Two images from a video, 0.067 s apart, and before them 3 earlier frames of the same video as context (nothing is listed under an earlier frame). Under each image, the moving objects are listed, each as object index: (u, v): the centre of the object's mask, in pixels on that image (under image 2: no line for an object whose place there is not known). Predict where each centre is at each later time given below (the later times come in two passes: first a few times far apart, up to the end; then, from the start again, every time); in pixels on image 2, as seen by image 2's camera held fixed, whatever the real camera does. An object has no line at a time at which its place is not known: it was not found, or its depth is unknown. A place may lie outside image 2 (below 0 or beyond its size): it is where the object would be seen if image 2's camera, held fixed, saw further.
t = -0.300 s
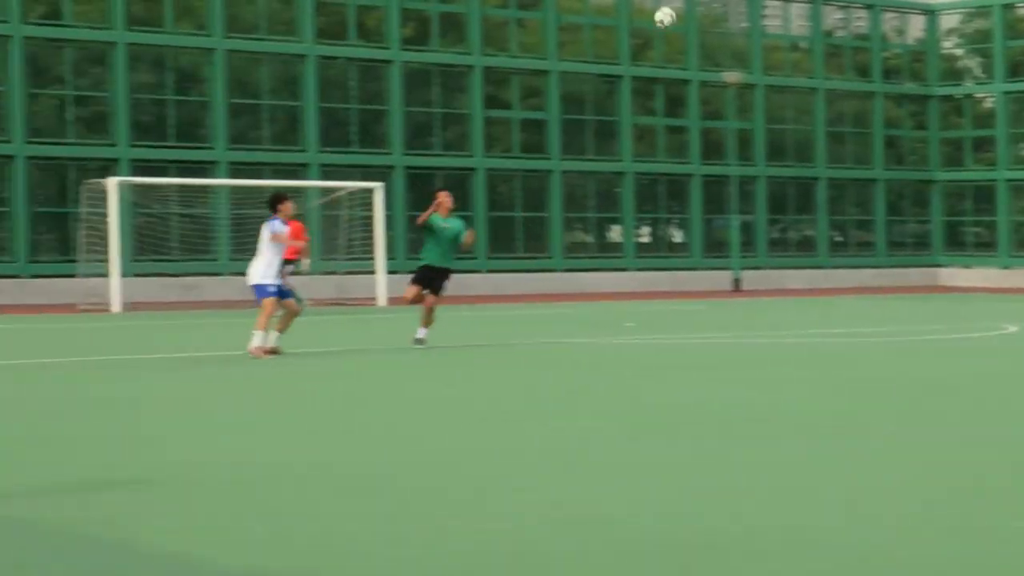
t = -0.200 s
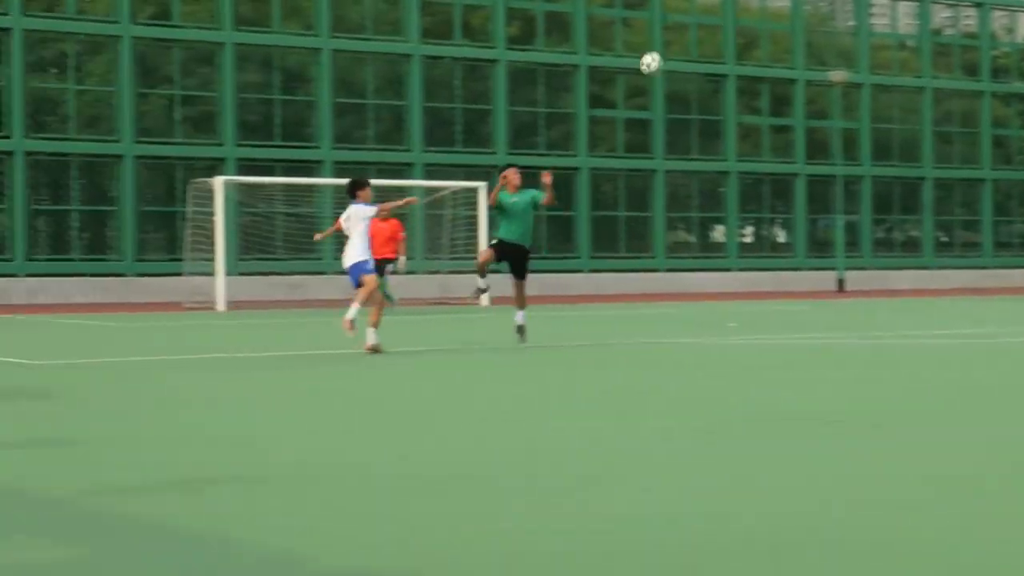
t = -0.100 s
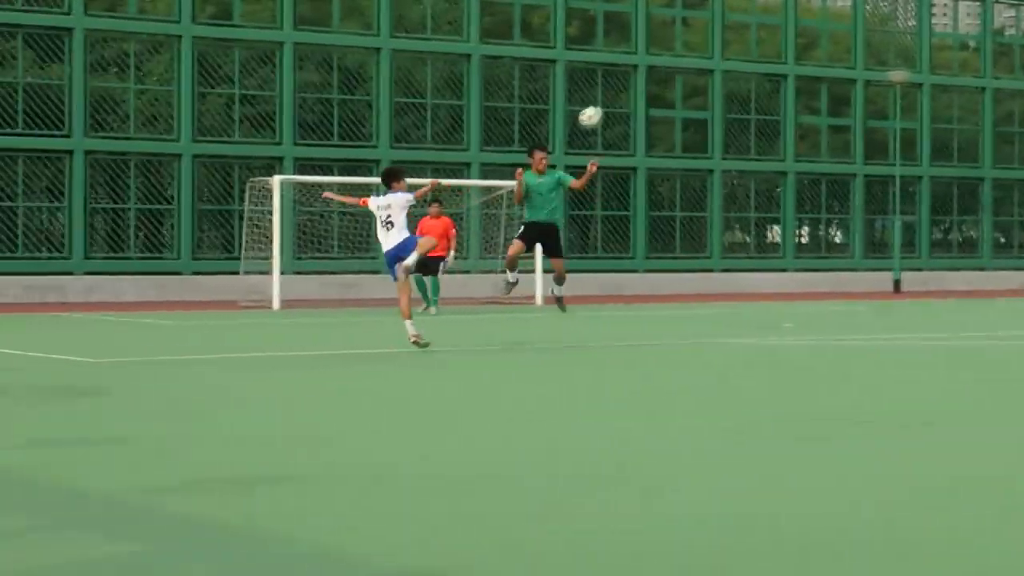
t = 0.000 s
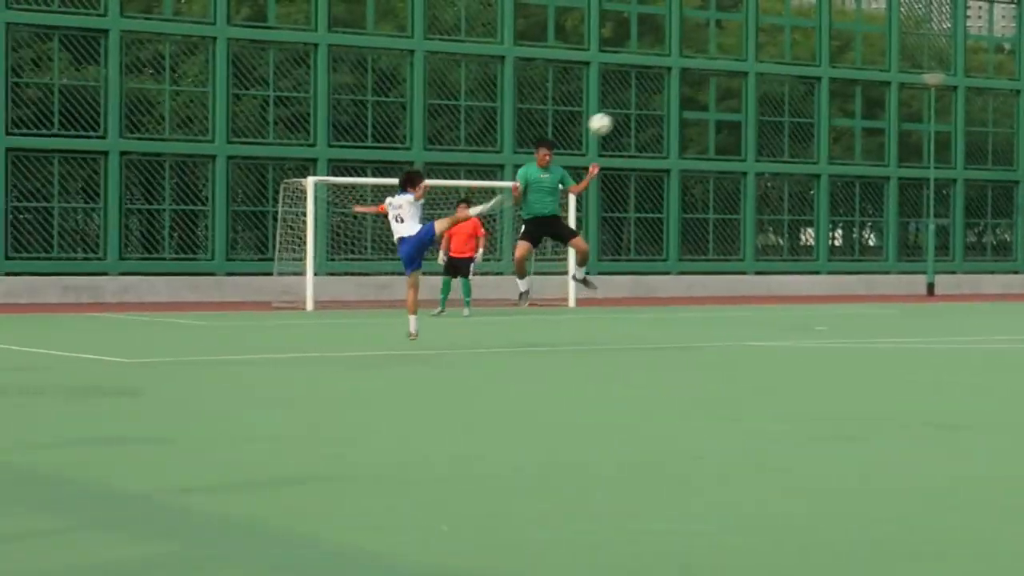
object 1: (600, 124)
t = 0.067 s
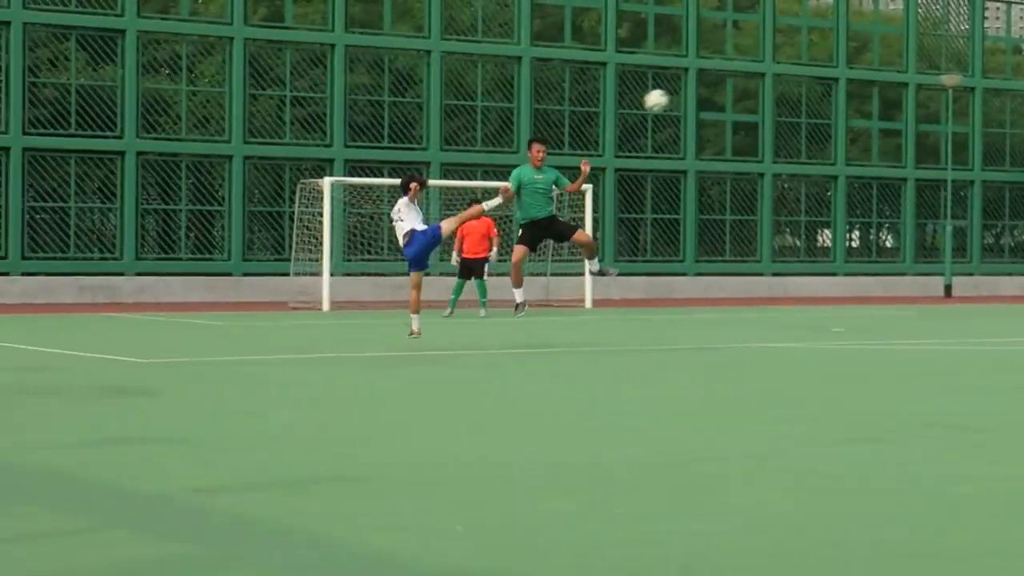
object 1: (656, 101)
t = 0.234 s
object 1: (765, 57)
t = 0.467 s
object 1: (944, 45)
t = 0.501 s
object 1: (973, 49)
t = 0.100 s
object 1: (677, 90)
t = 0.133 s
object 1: (698, 80)
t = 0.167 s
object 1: (720, 72)
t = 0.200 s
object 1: (742, 64)
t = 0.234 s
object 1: (765, 57)
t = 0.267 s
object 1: (788, 52)
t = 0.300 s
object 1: (812, 47)
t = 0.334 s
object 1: (837, 43)
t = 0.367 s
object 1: (862, 42)
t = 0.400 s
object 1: (889, 41)
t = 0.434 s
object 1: (916, 42)
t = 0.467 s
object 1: (944, 45)
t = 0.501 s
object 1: (973, 49)
